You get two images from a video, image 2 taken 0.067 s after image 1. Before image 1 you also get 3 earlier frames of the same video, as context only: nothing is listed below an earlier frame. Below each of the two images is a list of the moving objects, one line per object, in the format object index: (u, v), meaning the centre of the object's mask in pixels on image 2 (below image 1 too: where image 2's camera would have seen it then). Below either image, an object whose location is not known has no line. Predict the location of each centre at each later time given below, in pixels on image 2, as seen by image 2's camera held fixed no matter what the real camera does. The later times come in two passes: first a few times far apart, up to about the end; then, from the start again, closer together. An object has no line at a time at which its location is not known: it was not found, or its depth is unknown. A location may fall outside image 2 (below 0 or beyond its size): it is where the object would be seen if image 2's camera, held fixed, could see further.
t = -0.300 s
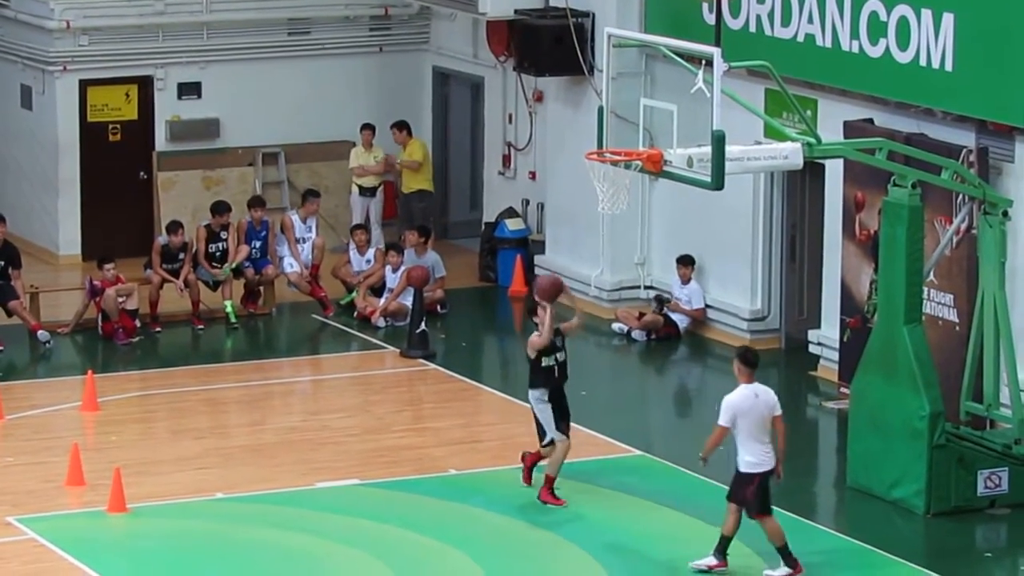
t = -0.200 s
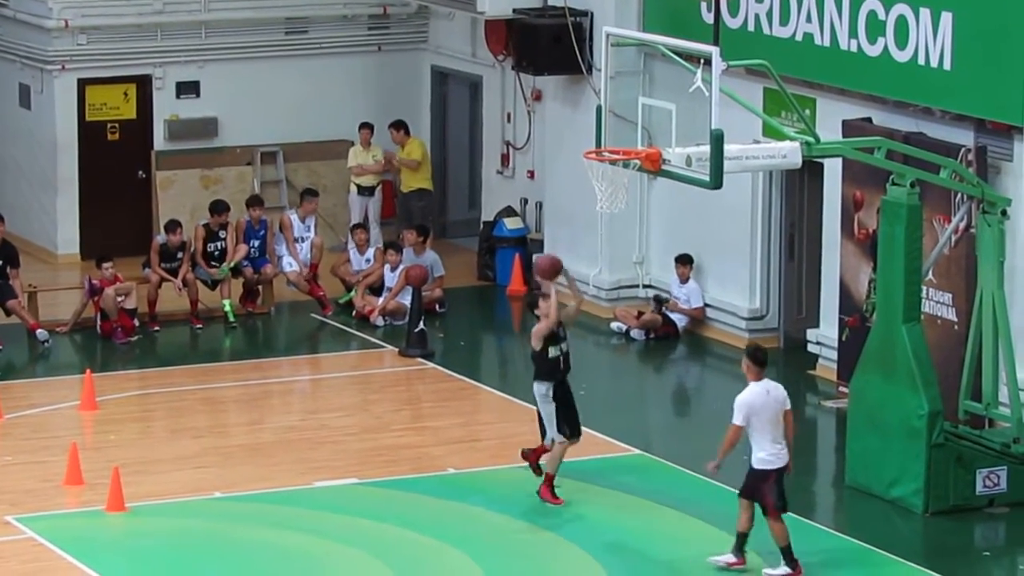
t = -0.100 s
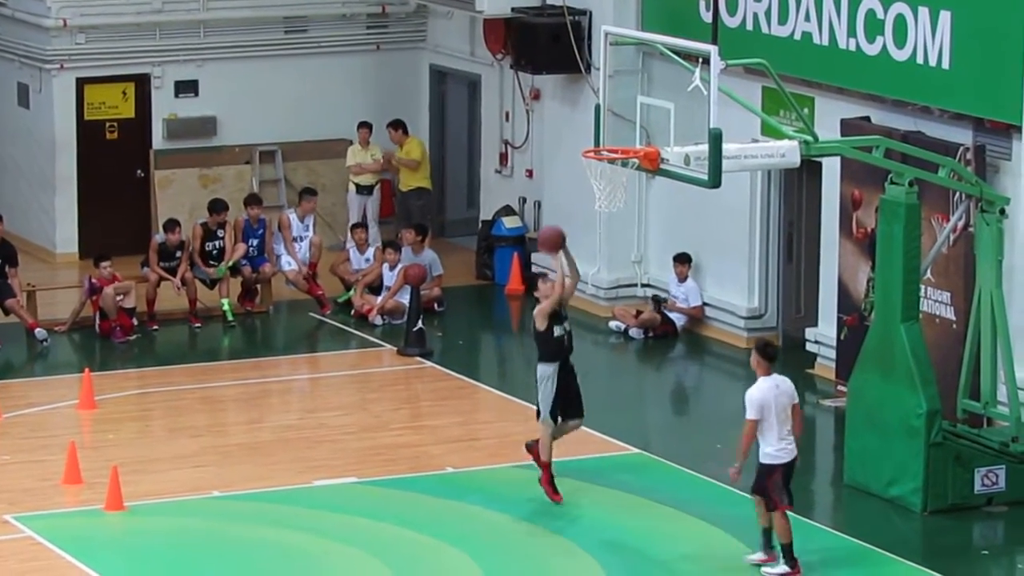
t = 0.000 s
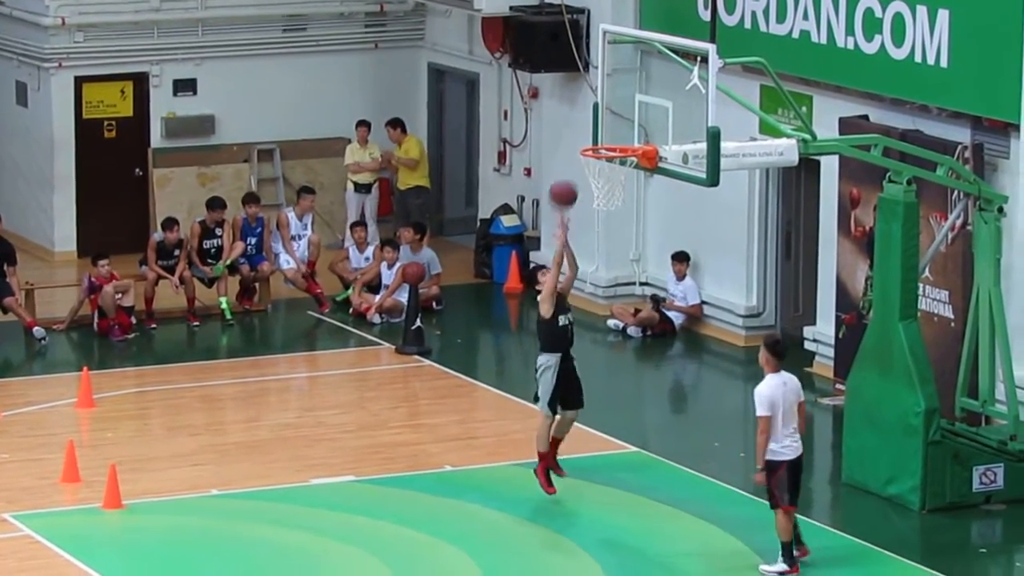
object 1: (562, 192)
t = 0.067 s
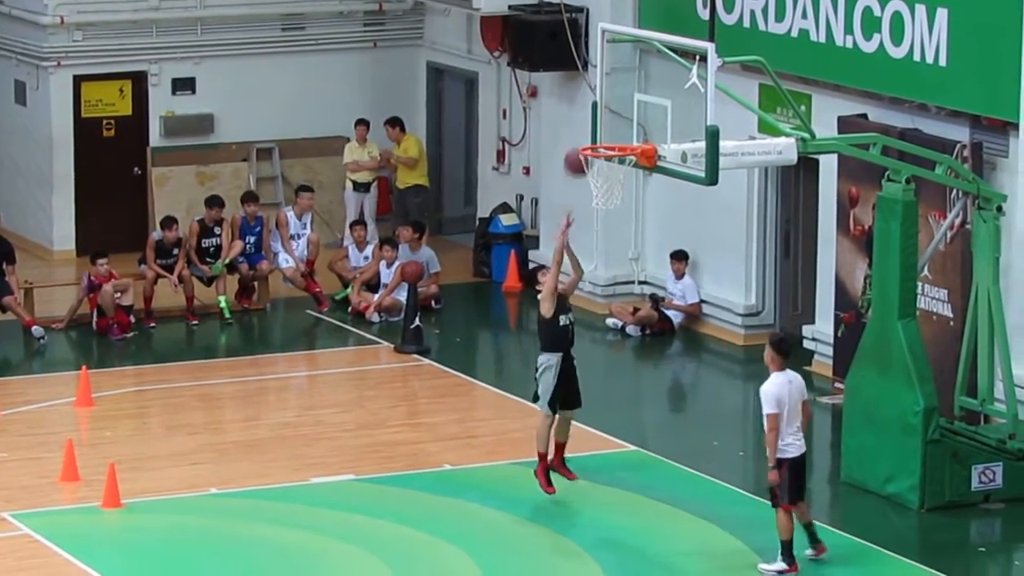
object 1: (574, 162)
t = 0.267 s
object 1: (618, 106)
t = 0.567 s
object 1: (612, 143)
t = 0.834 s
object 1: (590, 233)
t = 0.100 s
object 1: (582, 144)
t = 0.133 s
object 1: (595, 134)
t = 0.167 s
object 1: (603, 124)
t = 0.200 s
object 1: (611, 115)
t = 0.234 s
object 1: (618, 107)
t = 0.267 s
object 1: (618, 106)
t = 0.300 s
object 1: (617, 105)
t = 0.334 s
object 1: (617, 105)
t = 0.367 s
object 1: (616, 107)
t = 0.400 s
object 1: (615, 110)
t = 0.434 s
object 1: (615, 115)
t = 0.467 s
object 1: (614, 121)
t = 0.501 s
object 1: (613, 127)
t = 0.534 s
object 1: (613, 137)
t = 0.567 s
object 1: (612, 143)
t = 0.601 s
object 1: (609, 156)
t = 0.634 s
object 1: (606, 167)
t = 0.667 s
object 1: (603, 174)
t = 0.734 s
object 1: (596, 195)
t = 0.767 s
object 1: (594, 208)
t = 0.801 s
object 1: (592, 220)
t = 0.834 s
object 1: (590, 233)
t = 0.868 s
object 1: (588, 248)
